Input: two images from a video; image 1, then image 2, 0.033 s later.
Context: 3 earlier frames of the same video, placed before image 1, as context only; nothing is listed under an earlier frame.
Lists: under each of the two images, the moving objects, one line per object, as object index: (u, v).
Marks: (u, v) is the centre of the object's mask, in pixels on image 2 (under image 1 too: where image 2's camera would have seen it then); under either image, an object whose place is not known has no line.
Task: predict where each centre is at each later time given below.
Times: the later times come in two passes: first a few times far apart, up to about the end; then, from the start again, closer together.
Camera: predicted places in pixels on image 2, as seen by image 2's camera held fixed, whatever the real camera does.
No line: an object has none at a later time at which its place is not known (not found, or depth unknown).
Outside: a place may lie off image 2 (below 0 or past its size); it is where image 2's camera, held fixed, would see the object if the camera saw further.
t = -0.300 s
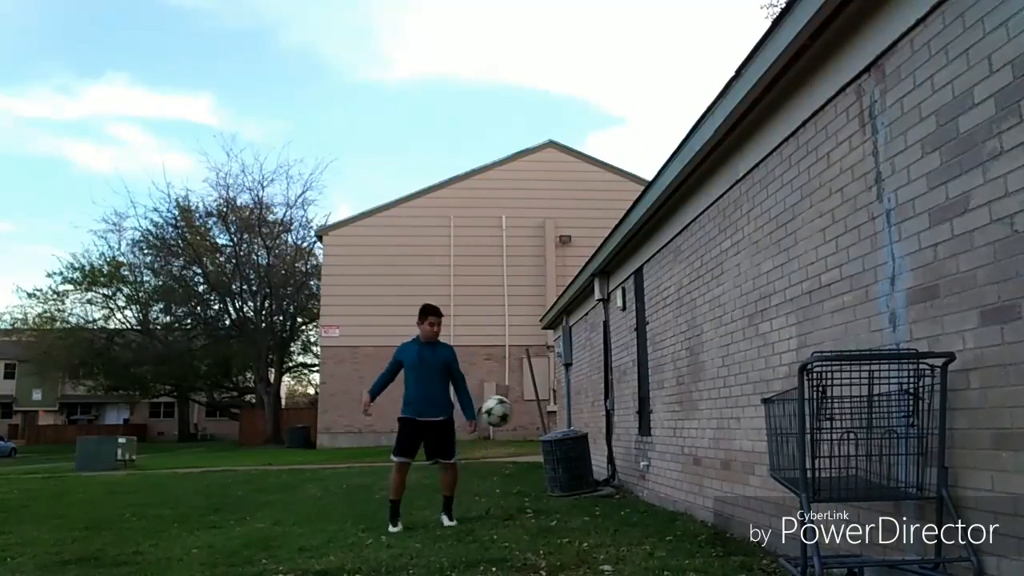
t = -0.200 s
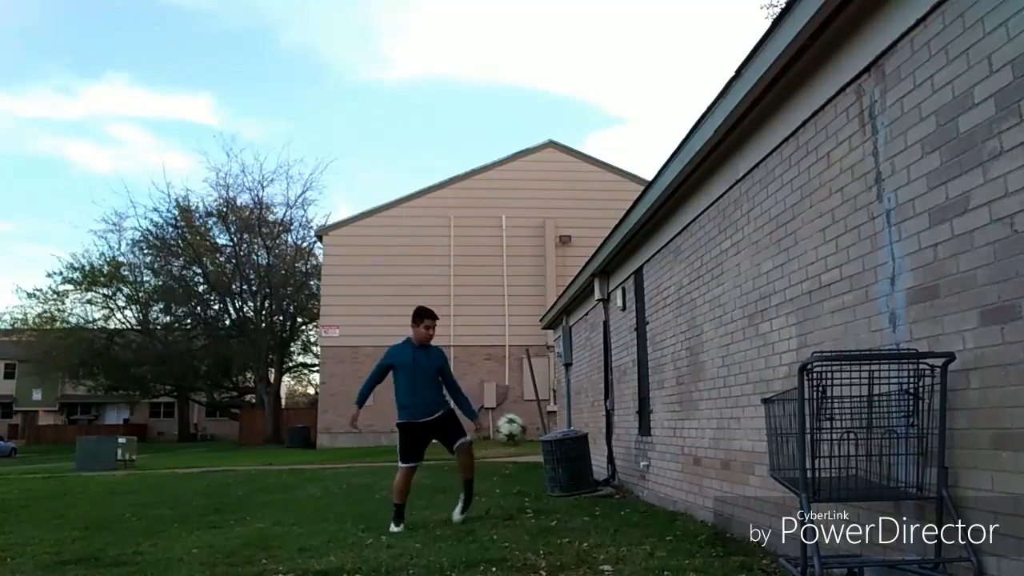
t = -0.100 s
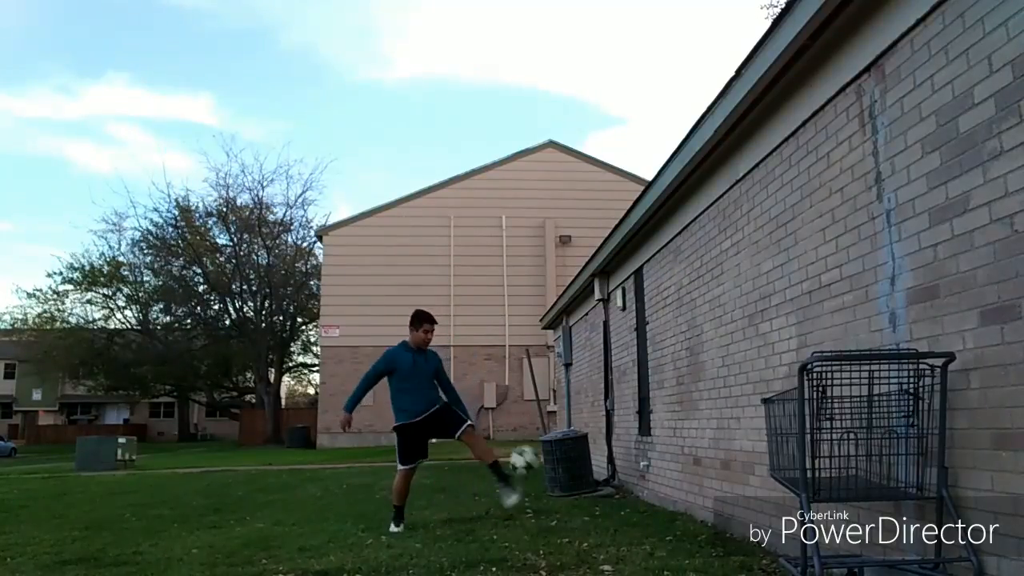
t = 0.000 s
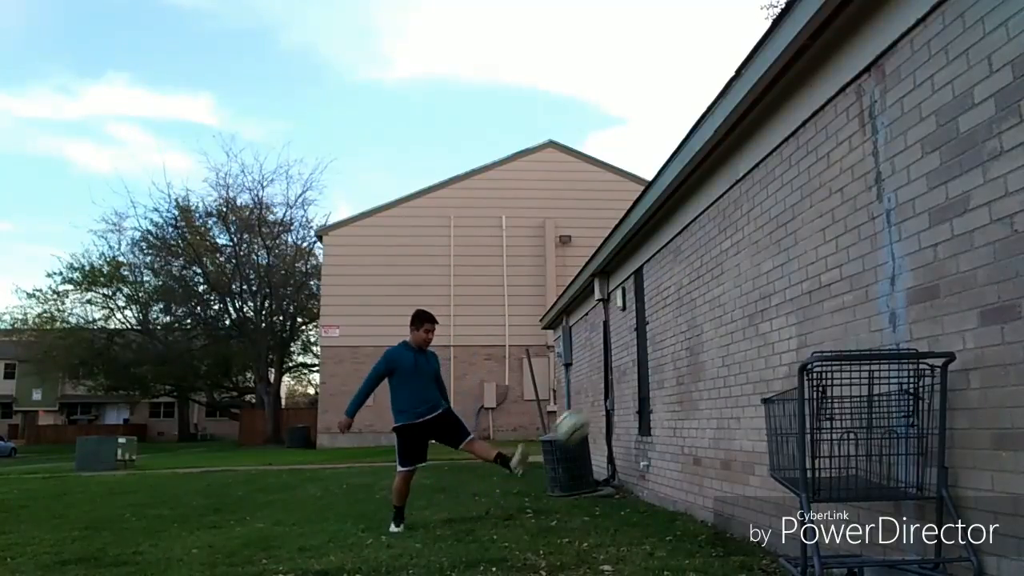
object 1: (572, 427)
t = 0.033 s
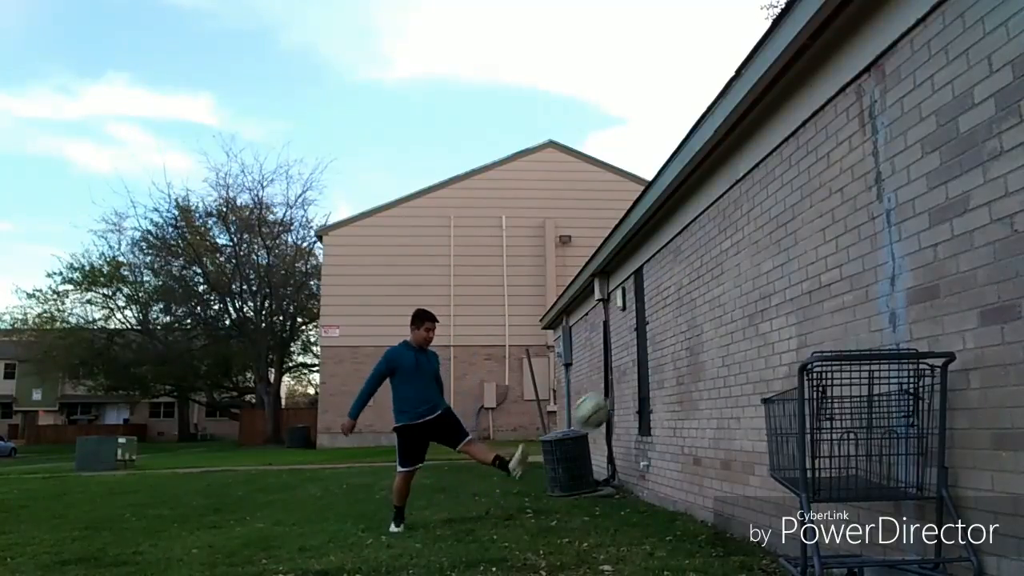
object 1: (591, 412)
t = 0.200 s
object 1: (700, 348)
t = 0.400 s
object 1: (745, 322)
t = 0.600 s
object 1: (679, 378)
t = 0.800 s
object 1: (595, 554)
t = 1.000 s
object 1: (555, 484)
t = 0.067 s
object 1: (610, 397)
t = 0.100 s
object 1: (631, 382)
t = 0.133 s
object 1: (655, 368)
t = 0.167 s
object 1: (677, 358)
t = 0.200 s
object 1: (700, 348)
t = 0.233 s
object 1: (725, 340)
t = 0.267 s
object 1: (751, 334)
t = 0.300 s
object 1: (773, 327)
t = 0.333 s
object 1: (763, 323)
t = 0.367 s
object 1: (755, 322)
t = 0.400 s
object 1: (745, 322)
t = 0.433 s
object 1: (736, 325)
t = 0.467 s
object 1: (726, 330)
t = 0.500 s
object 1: (714, 338)
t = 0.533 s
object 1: (703, 348)
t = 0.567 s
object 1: (691, 362)
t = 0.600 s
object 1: (679, 378)
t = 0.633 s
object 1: (666, 399)
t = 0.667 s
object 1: (654, 423)
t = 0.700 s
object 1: (641, 451)
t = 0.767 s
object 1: (612, 519)
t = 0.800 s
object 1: (595, 554)
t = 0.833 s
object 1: (580, 568)
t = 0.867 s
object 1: (575, 555)
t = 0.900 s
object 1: (570, 541)
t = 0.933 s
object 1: (564, 519)
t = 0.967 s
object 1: (558, 499)
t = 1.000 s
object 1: (555, 484)
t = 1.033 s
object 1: (550, 472)
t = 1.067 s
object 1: (546, 463)
